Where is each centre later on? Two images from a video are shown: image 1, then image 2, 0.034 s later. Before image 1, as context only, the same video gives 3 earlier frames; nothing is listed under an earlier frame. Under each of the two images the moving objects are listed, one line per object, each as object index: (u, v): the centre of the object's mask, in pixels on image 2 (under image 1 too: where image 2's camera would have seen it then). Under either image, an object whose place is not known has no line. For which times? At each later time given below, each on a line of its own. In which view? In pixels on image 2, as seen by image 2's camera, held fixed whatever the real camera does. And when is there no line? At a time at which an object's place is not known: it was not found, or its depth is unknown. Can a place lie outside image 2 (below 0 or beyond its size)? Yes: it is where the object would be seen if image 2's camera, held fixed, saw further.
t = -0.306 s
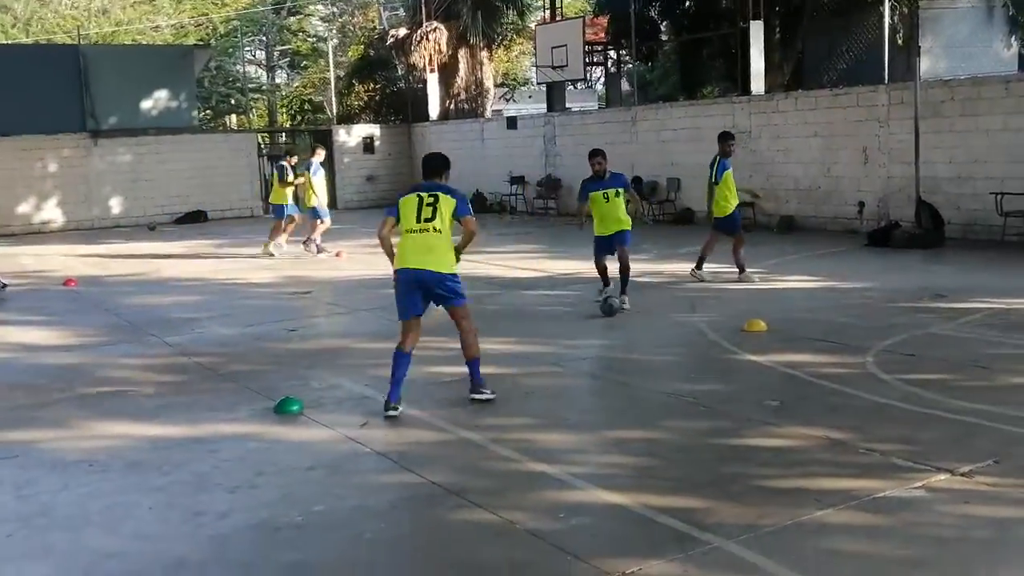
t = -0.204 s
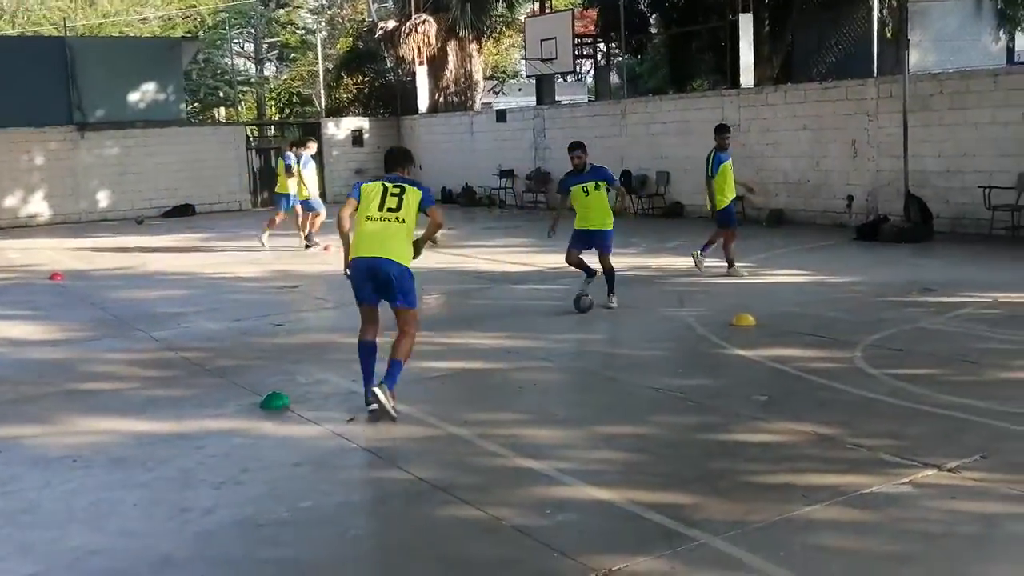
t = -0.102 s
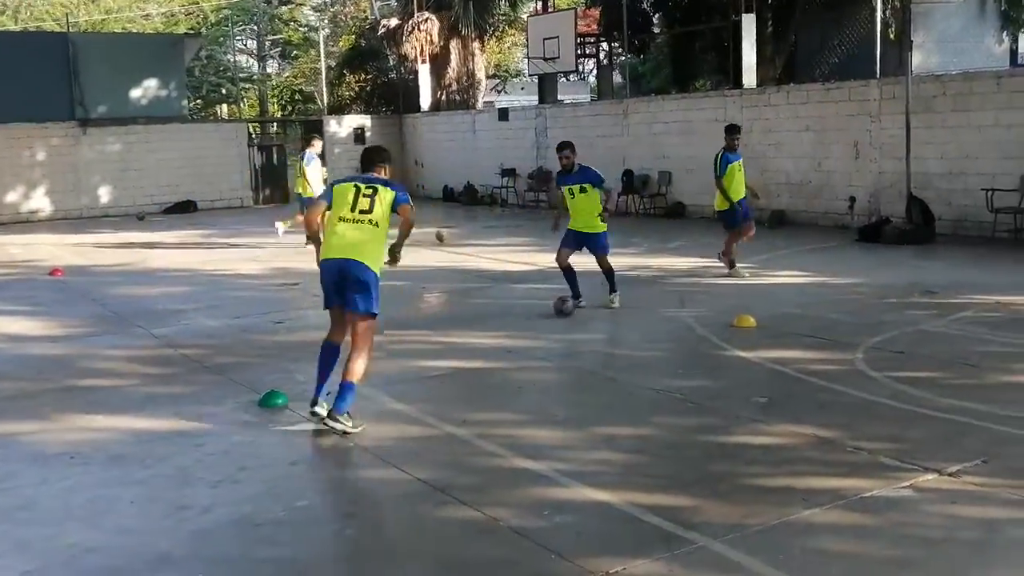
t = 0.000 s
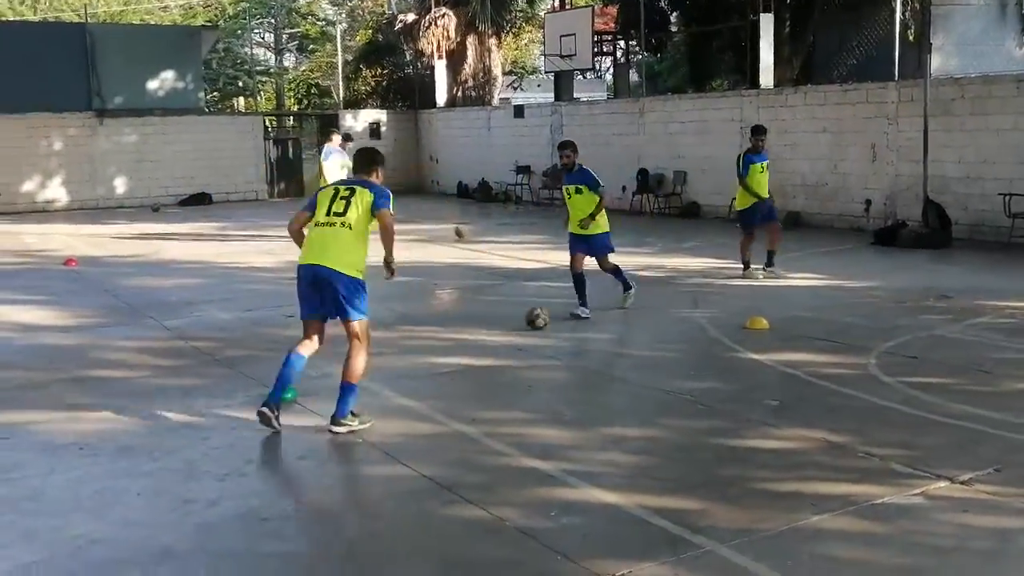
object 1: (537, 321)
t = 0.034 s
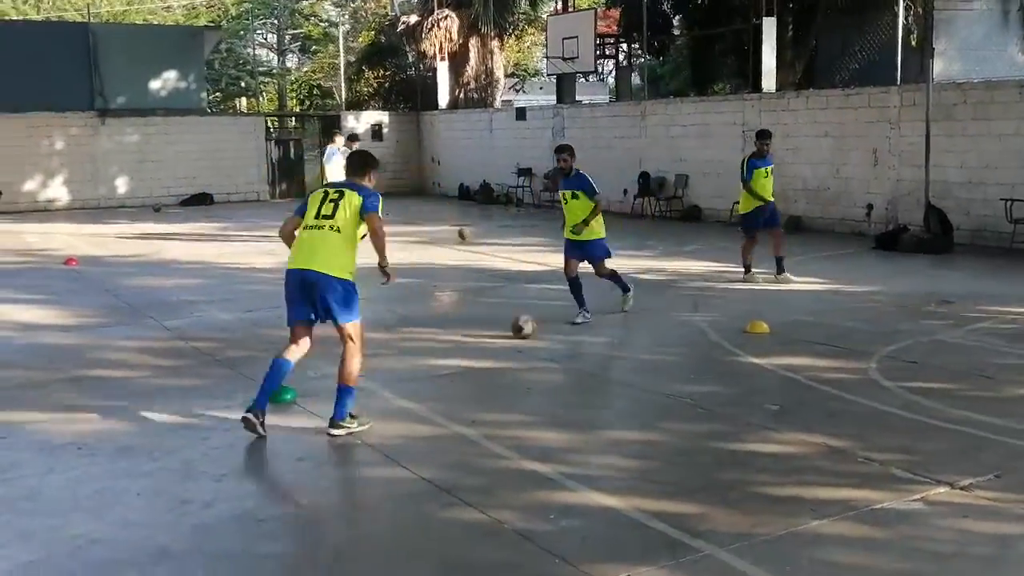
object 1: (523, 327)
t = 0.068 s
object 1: (508, 331)
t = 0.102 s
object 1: (492, 338)
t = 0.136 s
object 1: (477, 343)
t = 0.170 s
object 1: (462, 348)
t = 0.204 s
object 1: (446, 354)
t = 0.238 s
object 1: (429, 360)
